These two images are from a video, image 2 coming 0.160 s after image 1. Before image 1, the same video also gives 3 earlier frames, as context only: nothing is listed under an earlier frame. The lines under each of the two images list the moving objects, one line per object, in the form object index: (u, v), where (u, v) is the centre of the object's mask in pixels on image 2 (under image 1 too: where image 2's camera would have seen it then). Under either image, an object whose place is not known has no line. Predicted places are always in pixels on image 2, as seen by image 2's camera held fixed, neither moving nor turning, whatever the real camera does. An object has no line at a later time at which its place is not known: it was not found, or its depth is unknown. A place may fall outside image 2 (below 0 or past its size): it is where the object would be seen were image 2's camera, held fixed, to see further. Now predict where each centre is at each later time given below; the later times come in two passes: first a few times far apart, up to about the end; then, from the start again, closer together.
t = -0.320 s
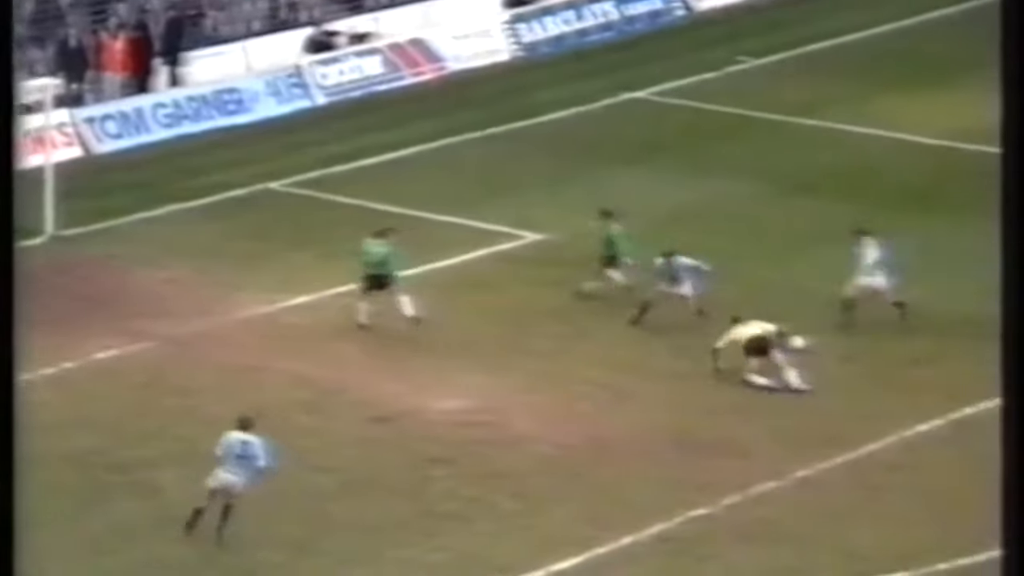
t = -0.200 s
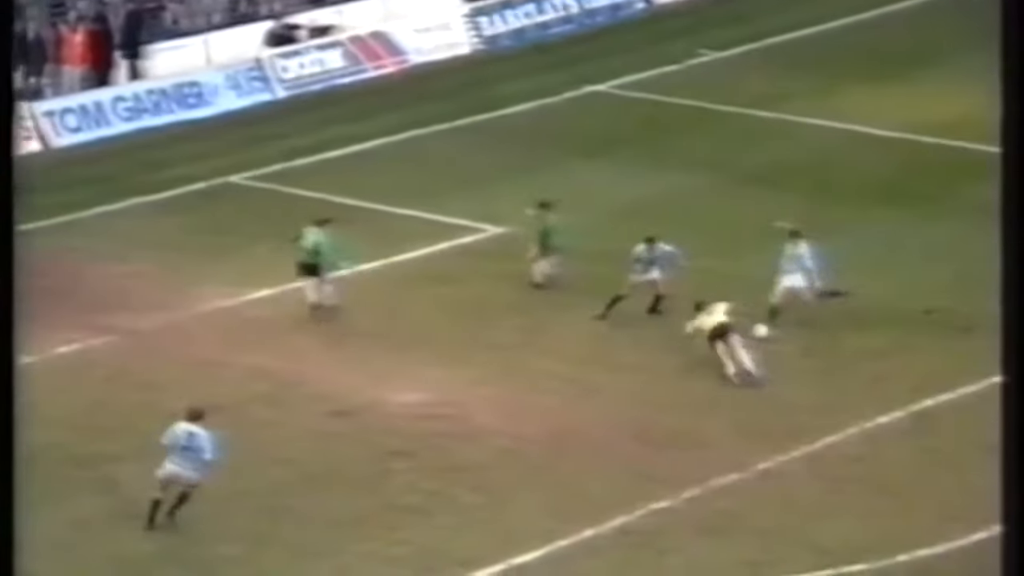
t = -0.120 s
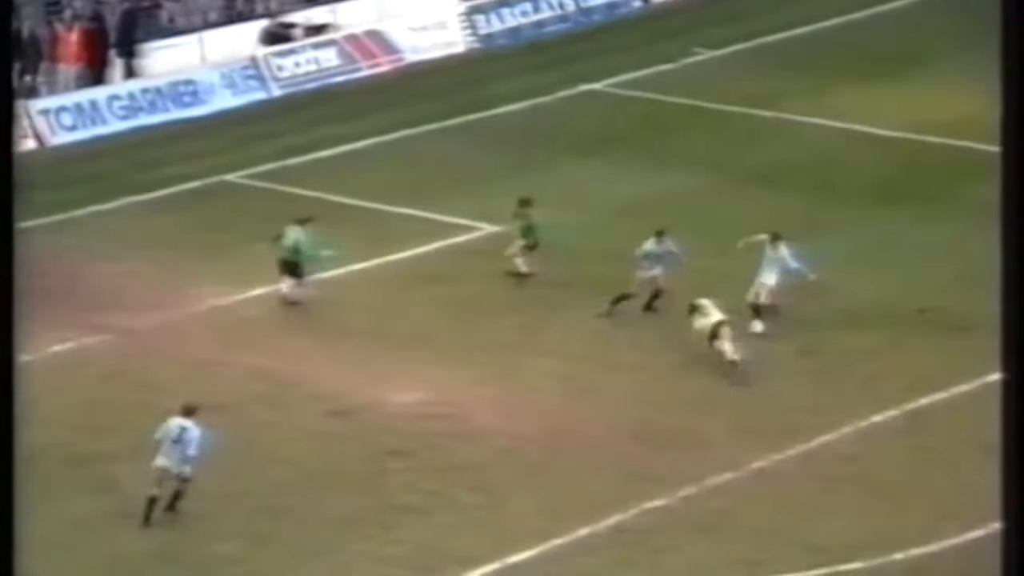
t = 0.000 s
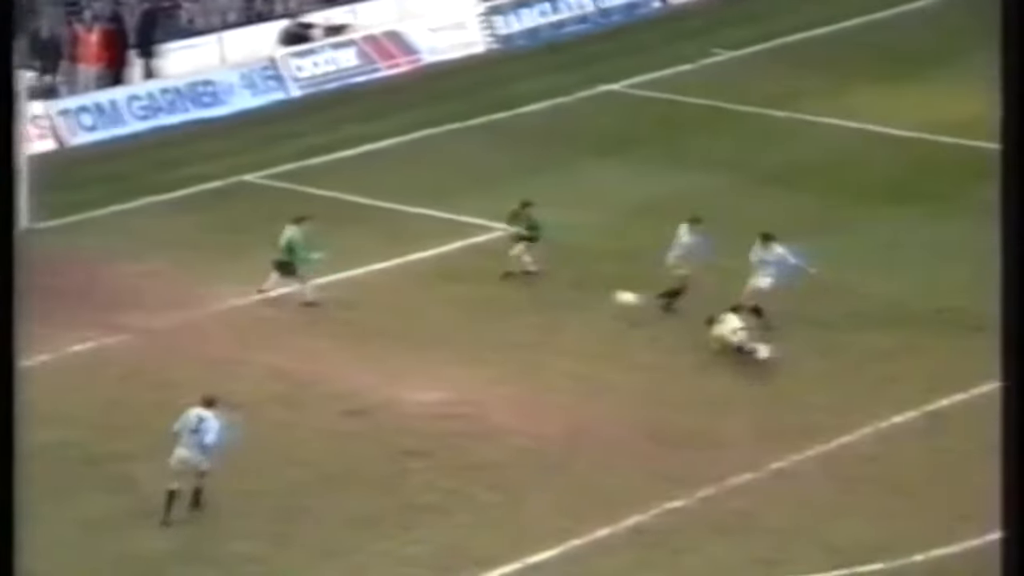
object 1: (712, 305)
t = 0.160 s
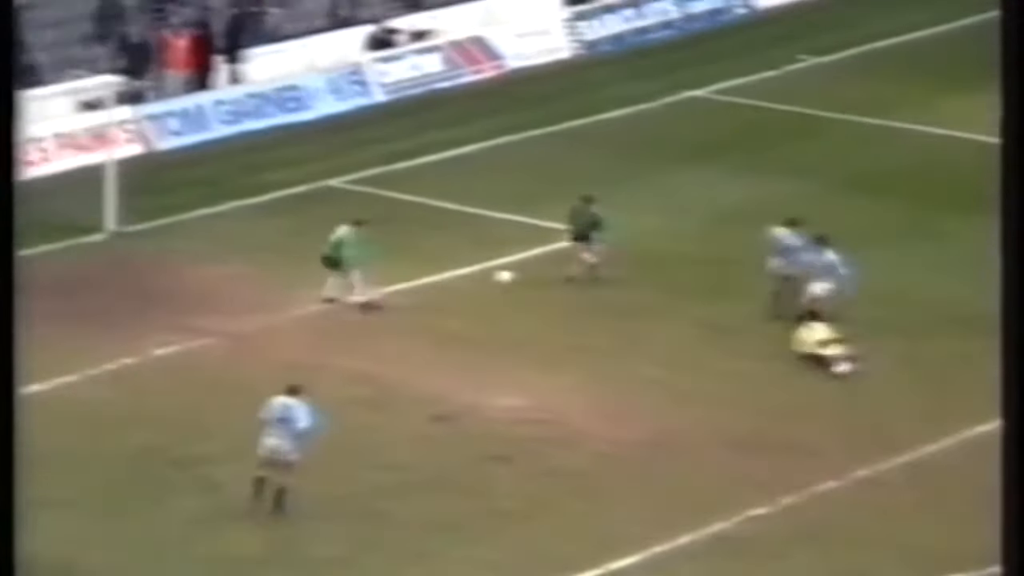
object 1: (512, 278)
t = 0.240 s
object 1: (410, 273)
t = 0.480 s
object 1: (177, 237)
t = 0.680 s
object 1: (12, 223)
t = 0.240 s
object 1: (410, 273)
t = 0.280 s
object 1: (363, 274)
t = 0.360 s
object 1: (281, 262)
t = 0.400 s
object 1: (247, 252)
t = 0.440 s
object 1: (213, 245)
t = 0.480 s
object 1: (177, 237)
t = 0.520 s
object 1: (142, 231)
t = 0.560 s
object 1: (107, 229)
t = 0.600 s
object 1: (75, 226)
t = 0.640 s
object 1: (43, 224)
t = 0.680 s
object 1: (12, 223)
